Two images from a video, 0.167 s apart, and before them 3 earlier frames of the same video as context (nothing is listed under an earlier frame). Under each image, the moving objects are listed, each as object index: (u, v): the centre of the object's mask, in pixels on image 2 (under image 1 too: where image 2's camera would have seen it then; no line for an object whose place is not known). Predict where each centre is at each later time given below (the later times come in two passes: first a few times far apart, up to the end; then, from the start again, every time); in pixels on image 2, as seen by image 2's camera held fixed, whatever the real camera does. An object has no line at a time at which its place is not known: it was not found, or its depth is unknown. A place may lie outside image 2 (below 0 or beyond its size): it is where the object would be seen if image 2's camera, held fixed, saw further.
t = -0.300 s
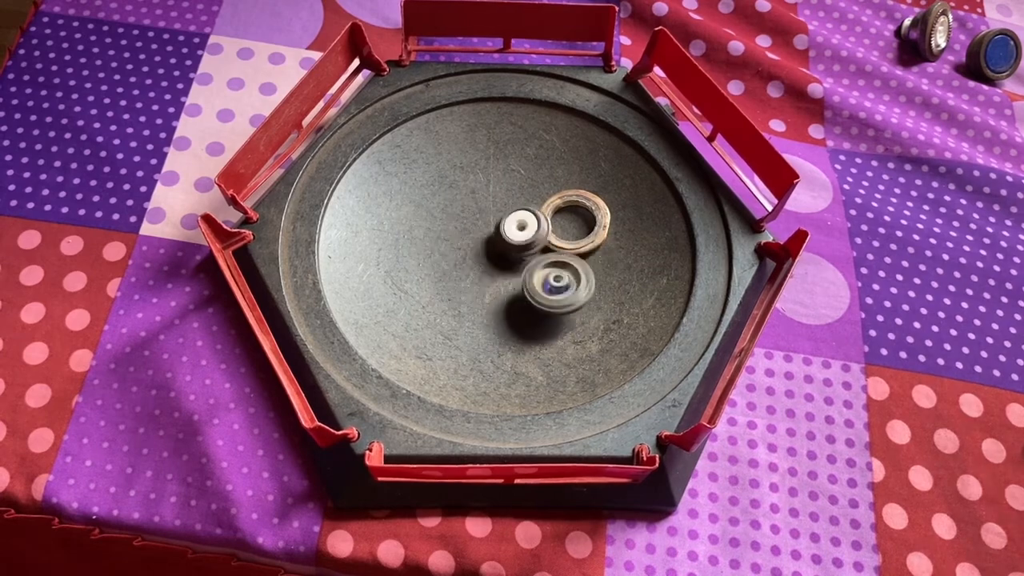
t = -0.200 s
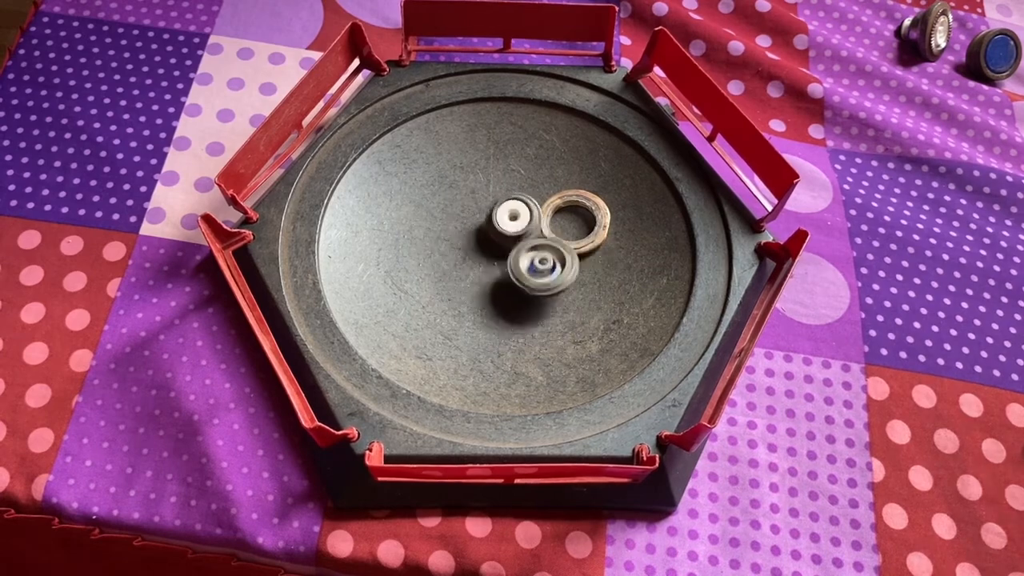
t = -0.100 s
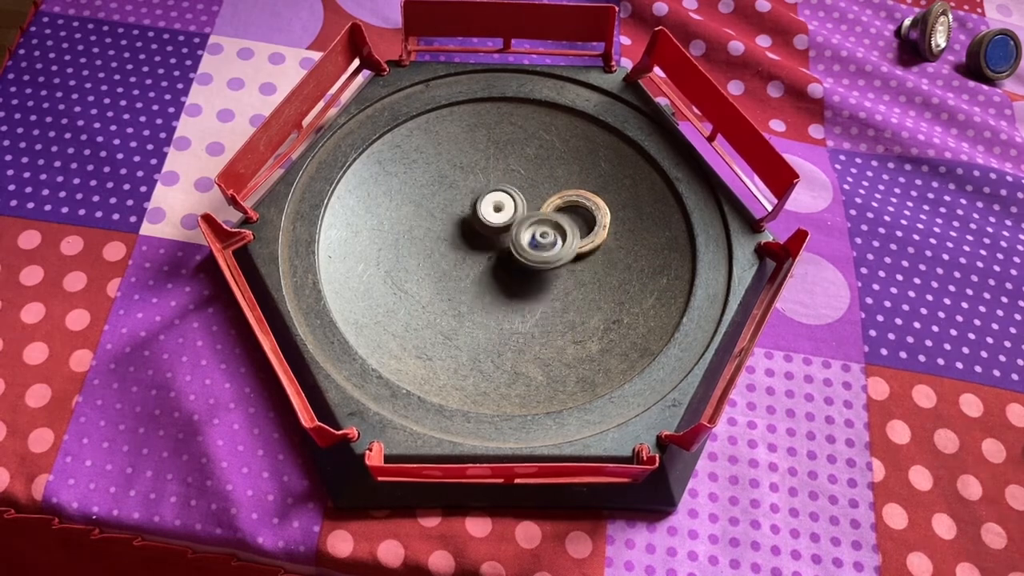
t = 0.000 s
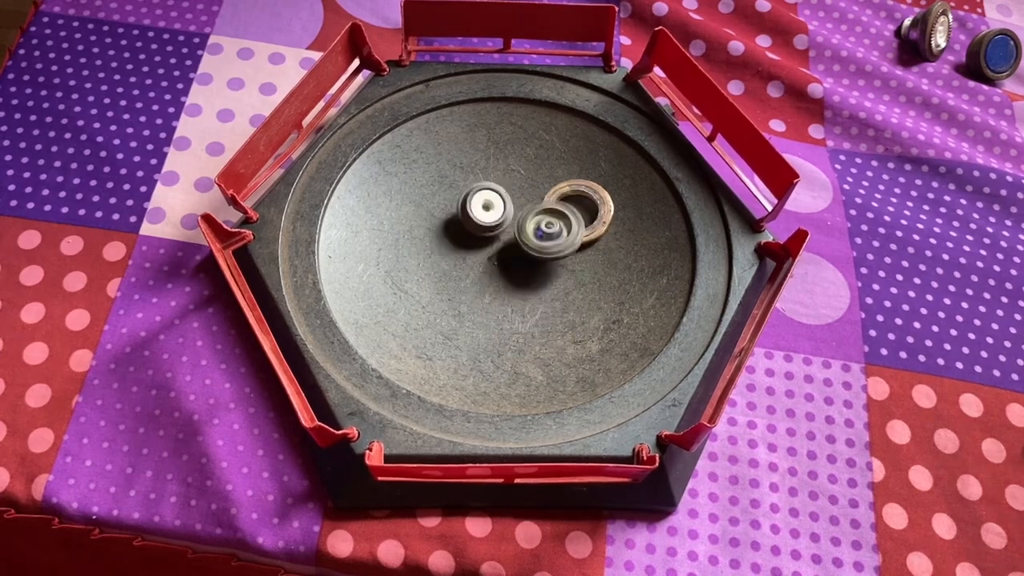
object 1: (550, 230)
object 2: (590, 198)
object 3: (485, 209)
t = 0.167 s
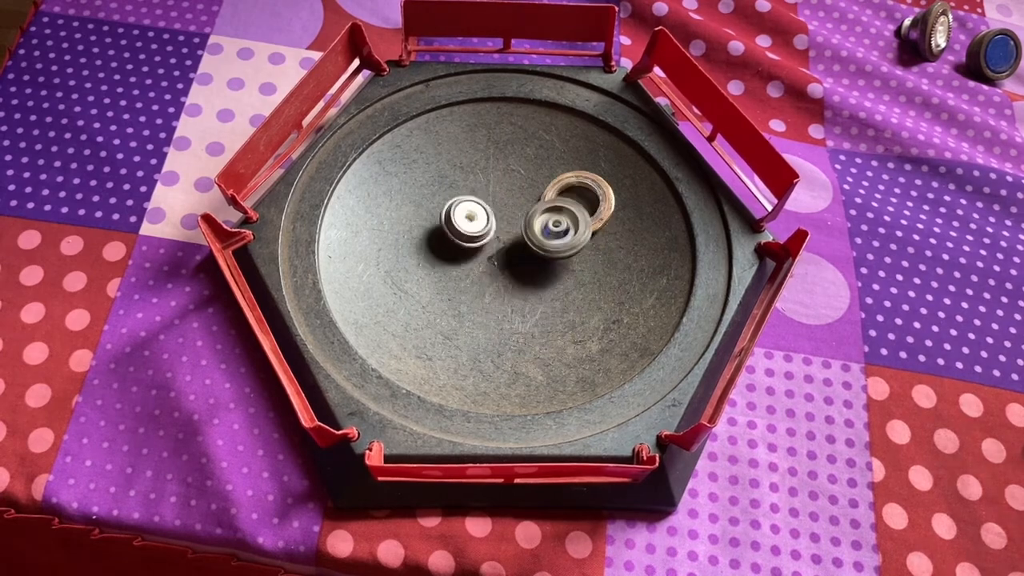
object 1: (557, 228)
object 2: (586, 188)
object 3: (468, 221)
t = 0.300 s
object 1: (558, 234)
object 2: (586, 187)
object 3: (470, 238)
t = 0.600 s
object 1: (570, 227)
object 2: (580, 182)
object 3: (497, 262)
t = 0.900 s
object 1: (587, 246)
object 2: (579, 182)
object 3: (515, 265)
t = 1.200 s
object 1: (576, 246)
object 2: (579, 182)
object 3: (495, 249)
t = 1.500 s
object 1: (557, 225)
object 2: (588, 184)
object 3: (499, 257)
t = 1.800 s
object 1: (530, 196)
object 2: (598, 201)
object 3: (518, 281)
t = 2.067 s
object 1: (525, 203)
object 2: (594, 187)
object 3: (507, 262)
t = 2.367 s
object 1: (487, 201)
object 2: (577, 199)
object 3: (519, 284)
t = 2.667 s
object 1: (497, 213)
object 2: (577, 199)
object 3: (501, 274)
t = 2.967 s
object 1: (497, 205)
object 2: (577, 199)
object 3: (523, 277)
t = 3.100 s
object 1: (507, 211)
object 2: (577, 199)
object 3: (527, 283)
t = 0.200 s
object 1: (559, 229)
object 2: (586, 187)
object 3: (467, 225)
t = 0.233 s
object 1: (560, 231)
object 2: (586, 187)
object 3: (467, 230)
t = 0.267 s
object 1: (560, 232)
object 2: (586, 187)
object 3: (468, 234)
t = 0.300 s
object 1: (558, 234)
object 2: (586, 187)
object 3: (470, 238)
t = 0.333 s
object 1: (556, 235)
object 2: (586, 187)
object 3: (472, 241)
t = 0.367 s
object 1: (553, 235)
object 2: (587, 188)
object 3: (476, 245)
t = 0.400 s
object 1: (549, 235)
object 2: (587, 188)
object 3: (480, 247)
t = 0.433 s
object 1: (545, 234)
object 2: (587, 188)
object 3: (484, 249)
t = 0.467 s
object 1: (547, 230)
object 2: (587, 188)
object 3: (484, 253)
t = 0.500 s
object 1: (553, 226)
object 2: (589, 189)
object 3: (484, 257)
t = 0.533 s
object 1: (559, 224)
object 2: (589, 186)
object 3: (487, 260)
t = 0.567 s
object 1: (565, 226)
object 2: (583, 182)
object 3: (492, 262)
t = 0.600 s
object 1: (570, 227)
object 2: (580, 182)
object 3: (497, 262)
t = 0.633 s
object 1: (573, 230)
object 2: (579, 182)
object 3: (500, 263)
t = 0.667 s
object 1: (576, 234)
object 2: (579, 182)
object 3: (505, 264)
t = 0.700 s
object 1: (576, 239)
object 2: (579, 182)
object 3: (509, 263)
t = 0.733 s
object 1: (574, 243)
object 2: (579, 182)
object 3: (513, 262)
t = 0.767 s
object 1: (575, 244)
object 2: (579, 182)
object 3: (514, 262)
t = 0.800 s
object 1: (580, 243)
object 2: (579, 182)
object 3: (513, 263)
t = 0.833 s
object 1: (584, 243)
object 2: (579, 182)
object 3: (512, 264)
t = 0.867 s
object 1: (586, 244)
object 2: (579, 182)
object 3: (514, 266)
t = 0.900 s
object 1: (587, 246)
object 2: (579, 182)
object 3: (515, 265)
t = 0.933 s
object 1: (585, 249)
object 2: (576, 196)
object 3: (516, 261)
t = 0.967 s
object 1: (582, 251)
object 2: (577, 197)
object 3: (515, 257)
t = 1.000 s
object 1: (578, 251)
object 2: (577, 197)
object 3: (513, 255)
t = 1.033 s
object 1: (576, 251)
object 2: (577, 197)
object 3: (510, 252)
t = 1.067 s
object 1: (576, 250)
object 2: (577, 197)
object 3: (508, 250)
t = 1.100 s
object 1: (573, 252)
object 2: (577, 197)
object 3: (506, 249)
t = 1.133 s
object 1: (572, 250)
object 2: (577, 197)
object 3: (503, 248)
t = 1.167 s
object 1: (574, 248)
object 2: (579, 182)
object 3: (499, 248)
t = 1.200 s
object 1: (576, 246)
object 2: (579, 182)
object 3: (495, 249)
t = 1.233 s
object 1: (577, 244)
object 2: (579, 182)
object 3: (493, 251)
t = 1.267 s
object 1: (576, 243)
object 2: (578, 182)
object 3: (492, 253)
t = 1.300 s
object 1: (574, 241)
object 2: (579, 182)
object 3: (492, 253)
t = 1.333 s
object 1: (573, 239)
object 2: (579, 182)
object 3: (491, 253)
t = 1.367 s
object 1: (570, 237)
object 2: (579, 182)
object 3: (492, 254)
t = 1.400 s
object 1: (567, 235)
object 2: (580, 182)
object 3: (494, 254)
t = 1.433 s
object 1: (565, 232)
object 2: (584, 183)
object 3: (495, 255)
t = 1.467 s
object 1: (561, 229)
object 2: (584, 183)
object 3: (497, 256)
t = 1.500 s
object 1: (557, 225)
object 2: (588, 184)
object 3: (499, 257)
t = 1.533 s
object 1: (554, 222)
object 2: (590, 185)
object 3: (501, 258)
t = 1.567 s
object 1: (550, 220)
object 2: (591, 184)
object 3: (505, 258)
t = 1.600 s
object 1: (546, 217)
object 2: (593, 186)
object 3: (509, 259)
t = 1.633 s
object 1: (542, 213)
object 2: (594, 186)
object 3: (515, 261)
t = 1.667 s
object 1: (539, 209)
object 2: (596, 190)
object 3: (520, 264)
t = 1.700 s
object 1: (536, 205)
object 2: (597, 192)
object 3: (524, 268)
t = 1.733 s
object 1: (533, 202)
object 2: (597, 191)
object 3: (525, 274)
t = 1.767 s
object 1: (531, 198)
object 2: (598, 201)
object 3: (523, 279)
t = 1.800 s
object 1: (530, 196)
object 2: (598, 201)
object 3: (518, 281)
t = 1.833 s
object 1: (529, 195)
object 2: (596, 206)
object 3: (513, 283)
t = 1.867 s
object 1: (529, 193)
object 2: (596, 206)
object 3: (508, 282)
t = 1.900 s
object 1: (530, 193)
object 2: (597, 204)
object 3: (503, 282)
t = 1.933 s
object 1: (531, 193)
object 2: (597, 204)
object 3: (500, 277)
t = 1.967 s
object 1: (531, 194)
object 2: (596, 205)
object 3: (499, 273)
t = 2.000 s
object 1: (531, 197)
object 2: (596, 205)
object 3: (501, 268)
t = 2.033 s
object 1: (528, 199)
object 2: (597, 203)
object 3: (503, 264)
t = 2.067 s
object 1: (525, 203)
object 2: (594, 187)
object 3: (507, 262)
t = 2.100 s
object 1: (523, 208)
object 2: (595, 188)
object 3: (512, 262)
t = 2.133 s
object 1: (518, 210)
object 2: (579, 198)
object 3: (518, 262)
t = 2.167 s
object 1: (512, 211)
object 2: (578, 198)
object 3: (522, 265)
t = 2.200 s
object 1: (506, 209)
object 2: (577, 199)
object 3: (526, 268)
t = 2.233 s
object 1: (501, 208)
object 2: (577, 199)
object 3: (527, 273)
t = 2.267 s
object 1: (496, 207)
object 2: (577, 199)
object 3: (527, 277)
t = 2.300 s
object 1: (492, 205)
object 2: (577, 199)
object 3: (525, 281)
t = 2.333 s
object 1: (489, 203)
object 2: (577, 199)
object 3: (522, 283)
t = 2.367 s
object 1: (487, 201)
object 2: (577, 199)
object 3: (519, 284)
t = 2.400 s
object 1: (486, 199)
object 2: (577, 199)
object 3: (516, 285)
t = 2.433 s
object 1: (486, 198)
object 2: (577, 199)
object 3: (514, 285)
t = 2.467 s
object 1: (487, 198)
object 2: (577, 199)
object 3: (511, 284)
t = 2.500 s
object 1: (489, 198)
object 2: (577, 199)
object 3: (508, 283)
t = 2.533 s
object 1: (490, 199)
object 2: (577, 199)
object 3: (506, 282)
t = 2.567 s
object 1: (493, 201)
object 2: (577, 199)
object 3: (504, 281)
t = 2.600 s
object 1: (494, 204)
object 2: (577, 199)
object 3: (502, 279)
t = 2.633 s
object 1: (496, 208)
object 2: (577, 199)
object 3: (502, 277)
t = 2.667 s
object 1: (497, 213)
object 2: (577, 199)
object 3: (501, 274)
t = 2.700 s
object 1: (496, 215)
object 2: (577, 199)
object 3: (502, 275)
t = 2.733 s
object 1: (494, 213)
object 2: (577, 199)
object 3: (507, 275)
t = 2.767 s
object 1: (493, 212)
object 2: (577, 199)
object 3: (509, 274)
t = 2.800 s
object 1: (492, 210)
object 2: (577, 199)
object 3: (512, 274)
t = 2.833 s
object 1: (492, 209)
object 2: (577, 199)
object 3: (514, 274)
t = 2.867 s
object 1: (492, 207)
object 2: (577, 199)
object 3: (517, 274)
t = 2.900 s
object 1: (494, 206)
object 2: (577, 199)
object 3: (519, 275)
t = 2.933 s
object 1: (495, 205)
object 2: (577, 199)
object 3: (522, 276)
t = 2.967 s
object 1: (497, 205)
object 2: (577, 199)
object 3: (523, 277)
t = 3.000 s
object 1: (500, 206)
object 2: (577, 199)
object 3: (525, 278)
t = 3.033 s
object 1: (502, 207)
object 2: (577, 199)
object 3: (526, 280)
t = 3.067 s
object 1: (505, 209)
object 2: (577, 199)
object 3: (527, 282)
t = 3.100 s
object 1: (507, 211)
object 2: (577, 199)
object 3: (527, 283)
